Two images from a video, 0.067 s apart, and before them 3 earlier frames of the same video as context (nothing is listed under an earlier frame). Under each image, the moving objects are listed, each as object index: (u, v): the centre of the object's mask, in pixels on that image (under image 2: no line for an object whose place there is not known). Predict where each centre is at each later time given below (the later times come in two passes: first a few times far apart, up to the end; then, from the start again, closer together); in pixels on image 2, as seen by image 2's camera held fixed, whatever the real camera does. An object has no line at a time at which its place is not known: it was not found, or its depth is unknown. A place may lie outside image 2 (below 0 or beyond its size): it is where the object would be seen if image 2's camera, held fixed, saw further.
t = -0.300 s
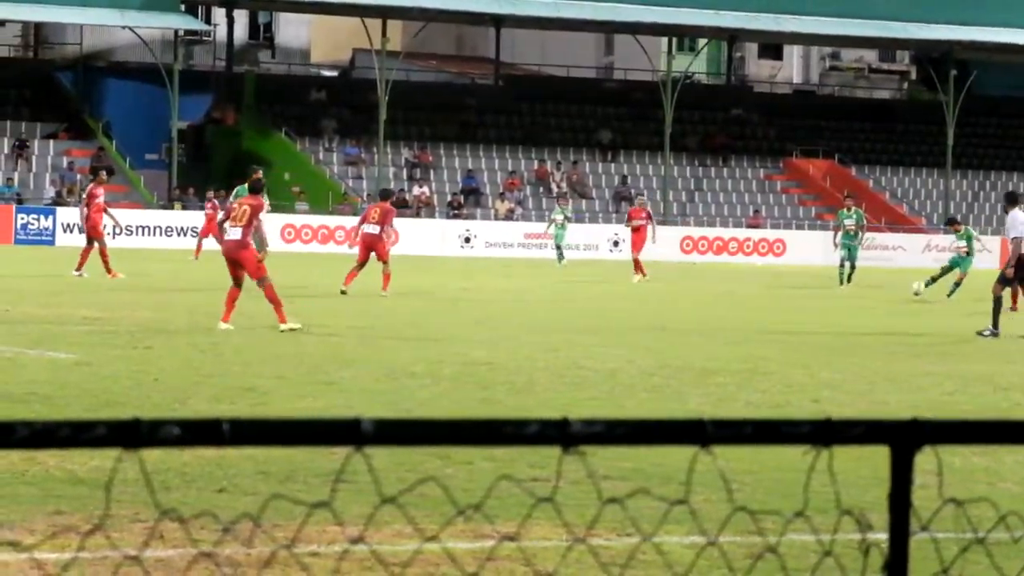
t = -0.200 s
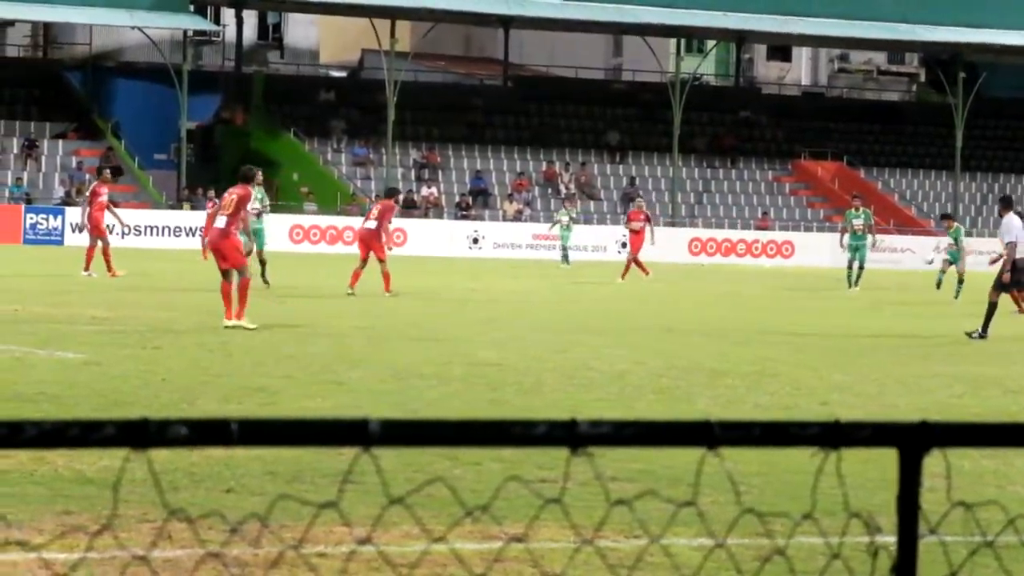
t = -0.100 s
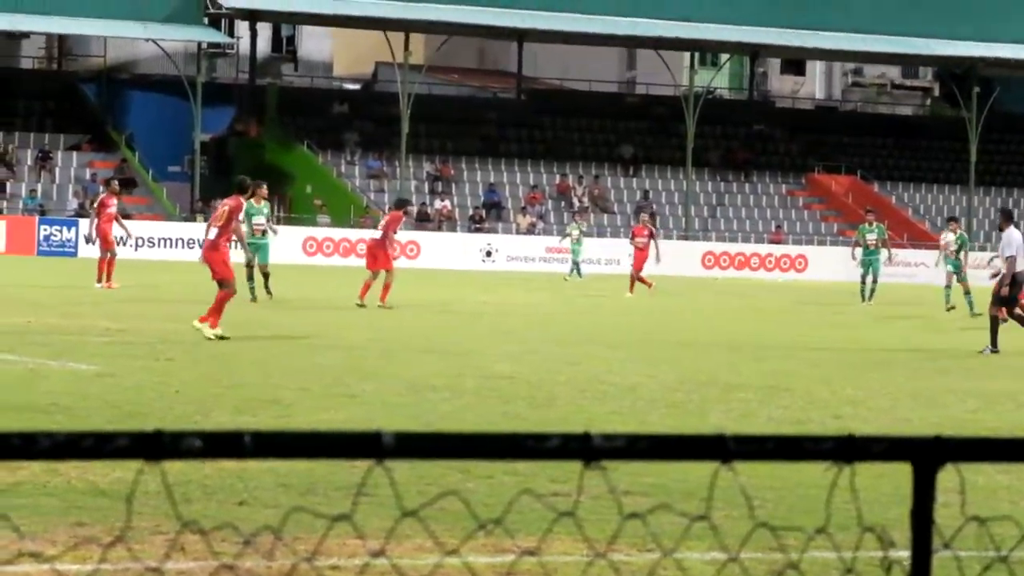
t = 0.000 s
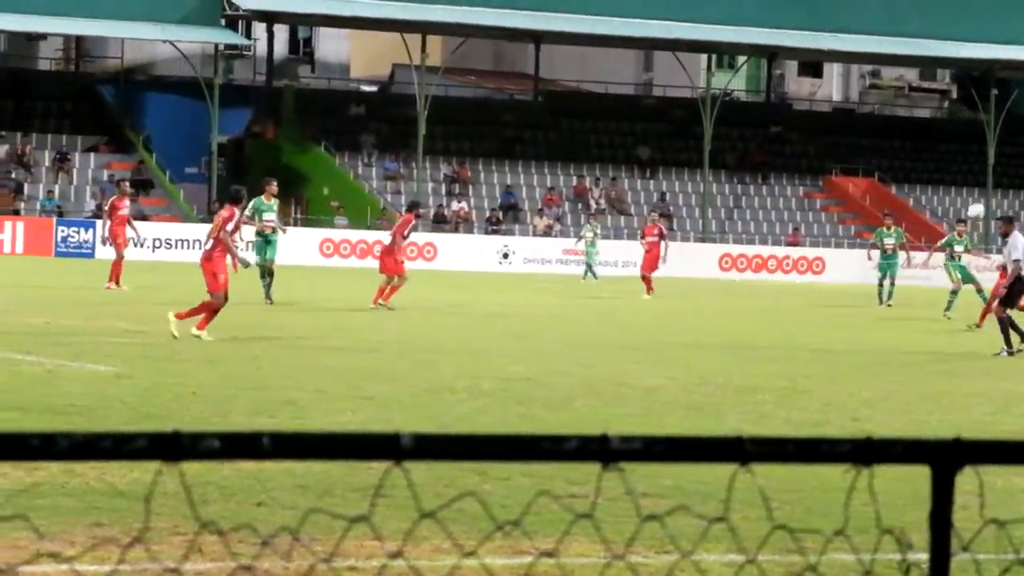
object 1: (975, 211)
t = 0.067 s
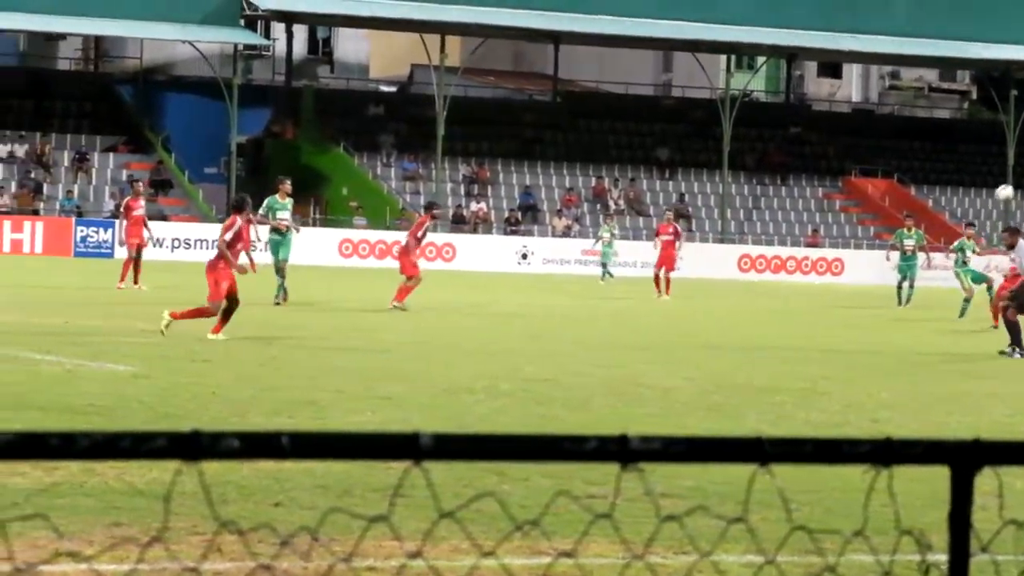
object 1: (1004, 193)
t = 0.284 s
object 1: (1050, 137)
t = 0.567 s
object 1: (1149, 91)
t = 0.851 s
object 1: (1289, 102)
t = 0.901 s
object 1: (1325, 111)
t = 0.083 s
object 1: (1007, 187)
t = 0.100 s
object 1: (1008, 183)
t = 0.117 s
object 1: (1008, 179)
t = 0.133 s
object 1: (1007, 175)
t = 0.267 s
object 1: (1039, 140)
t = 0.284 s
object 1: (1050, 137)
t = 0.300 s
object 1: (1055, 133)
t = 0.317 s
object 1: (1060, 128)
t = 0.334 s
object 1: (1066, 125)
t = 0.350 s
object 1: (1071, 121)
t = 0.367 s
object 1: (1076, 119)
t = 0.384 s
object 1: (1083, 115)
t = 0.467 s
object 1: (1110, 101)
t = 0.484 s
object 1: (1117, 99)
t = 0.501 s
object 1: (1123, 97)
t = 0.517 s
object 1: (1129, 95)
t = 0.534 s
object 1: (1136, 93)
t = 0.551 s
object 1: (1142, 92)
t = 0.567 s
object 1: (1149, 91)
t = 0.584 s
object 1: (1156, 89)
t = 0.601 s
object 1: (1163, 89)
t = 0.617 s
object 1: (1170, 88)
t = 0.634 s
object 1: (1179, 88)
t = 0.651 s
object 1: (1186, 87)
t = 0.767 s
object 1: (1240, 91)
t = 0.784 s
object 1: (1249, 93)
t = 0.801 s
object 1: (1259, 95)
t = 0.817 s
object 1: (1269, 97)
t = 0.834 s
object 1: (1279, 100)
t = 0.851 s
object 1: (1289, 102)
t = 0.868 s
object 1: (1300, 104)
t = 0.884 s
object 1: (1313, 108)
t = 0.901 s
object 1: (1325, 111)
